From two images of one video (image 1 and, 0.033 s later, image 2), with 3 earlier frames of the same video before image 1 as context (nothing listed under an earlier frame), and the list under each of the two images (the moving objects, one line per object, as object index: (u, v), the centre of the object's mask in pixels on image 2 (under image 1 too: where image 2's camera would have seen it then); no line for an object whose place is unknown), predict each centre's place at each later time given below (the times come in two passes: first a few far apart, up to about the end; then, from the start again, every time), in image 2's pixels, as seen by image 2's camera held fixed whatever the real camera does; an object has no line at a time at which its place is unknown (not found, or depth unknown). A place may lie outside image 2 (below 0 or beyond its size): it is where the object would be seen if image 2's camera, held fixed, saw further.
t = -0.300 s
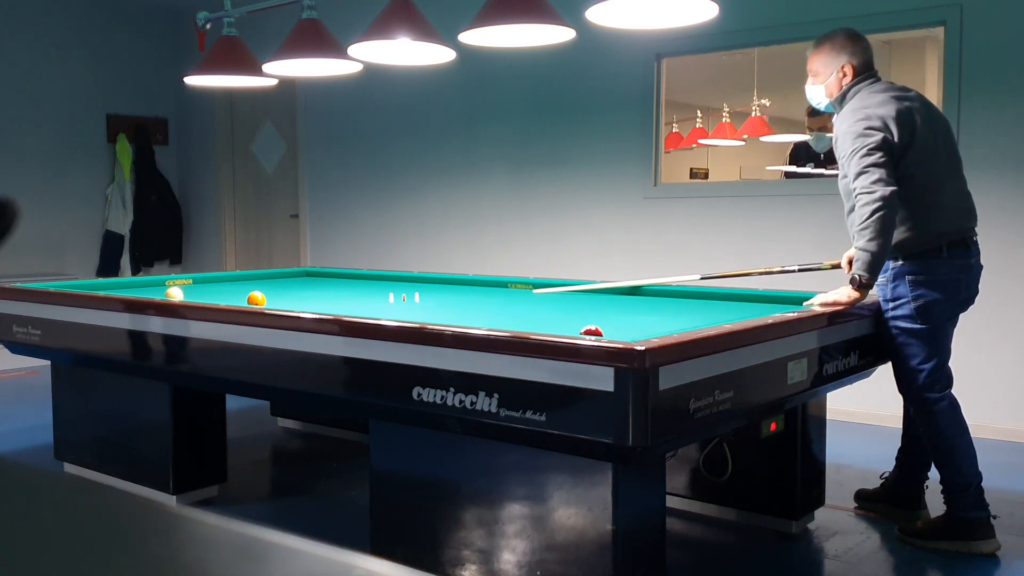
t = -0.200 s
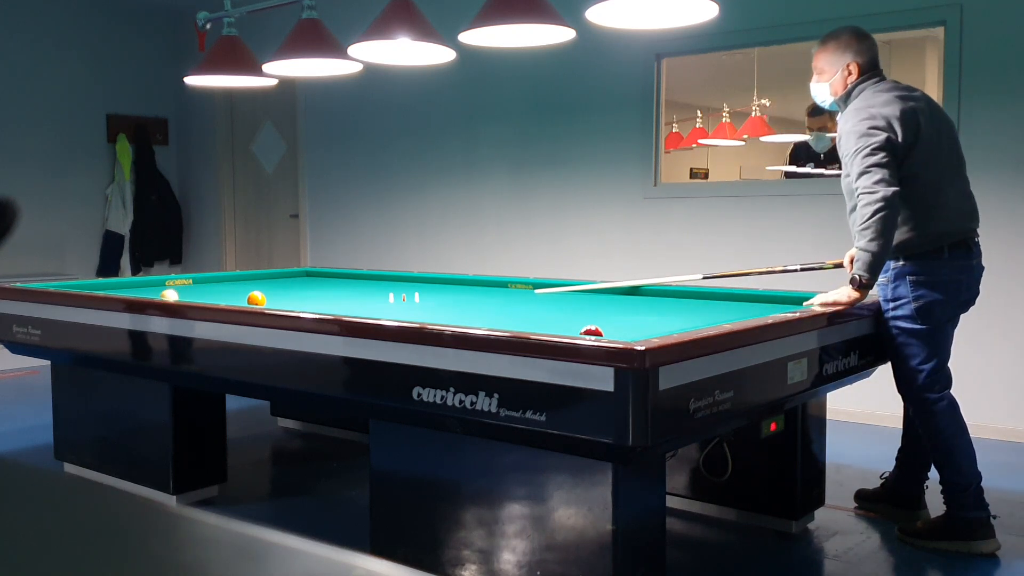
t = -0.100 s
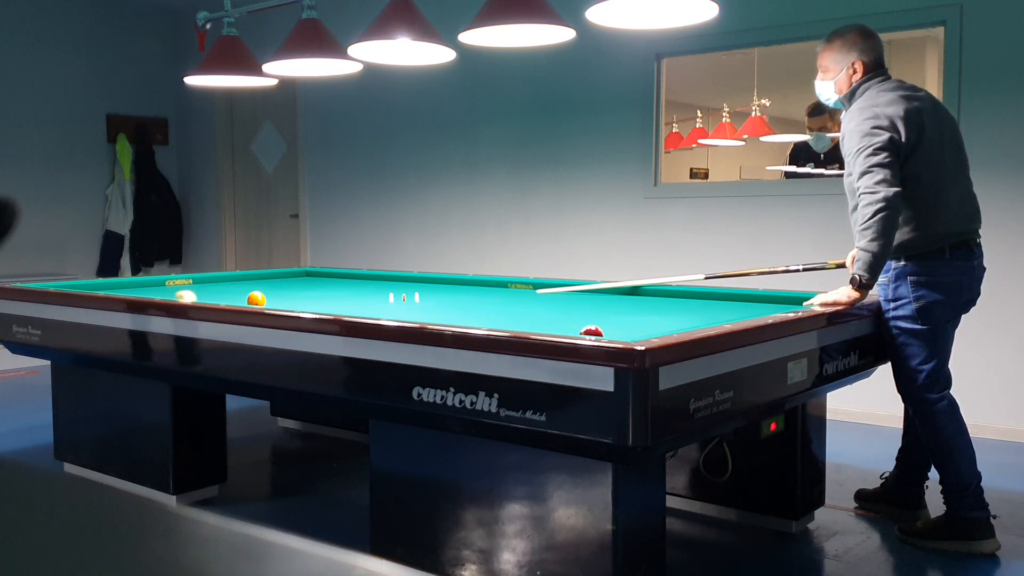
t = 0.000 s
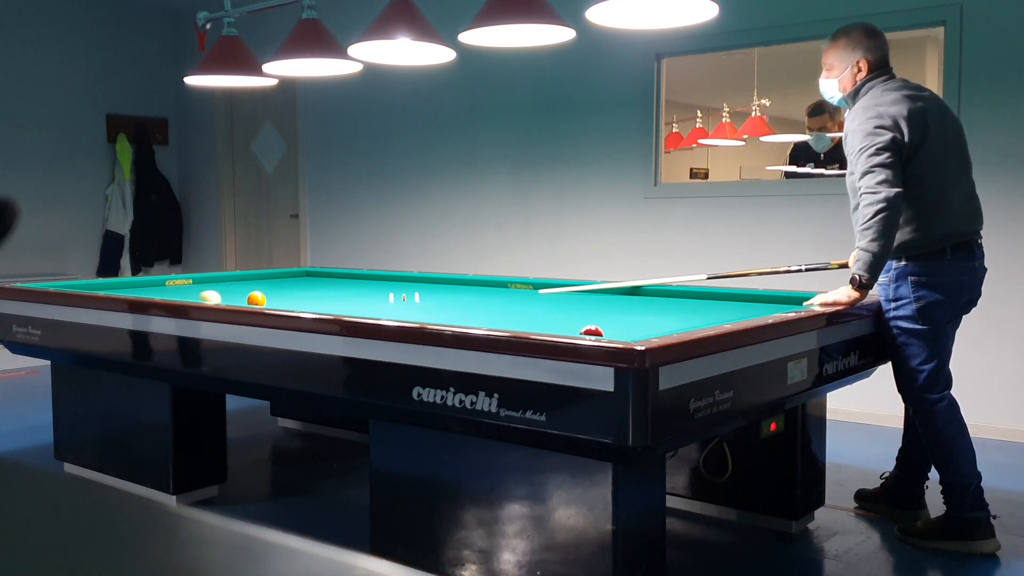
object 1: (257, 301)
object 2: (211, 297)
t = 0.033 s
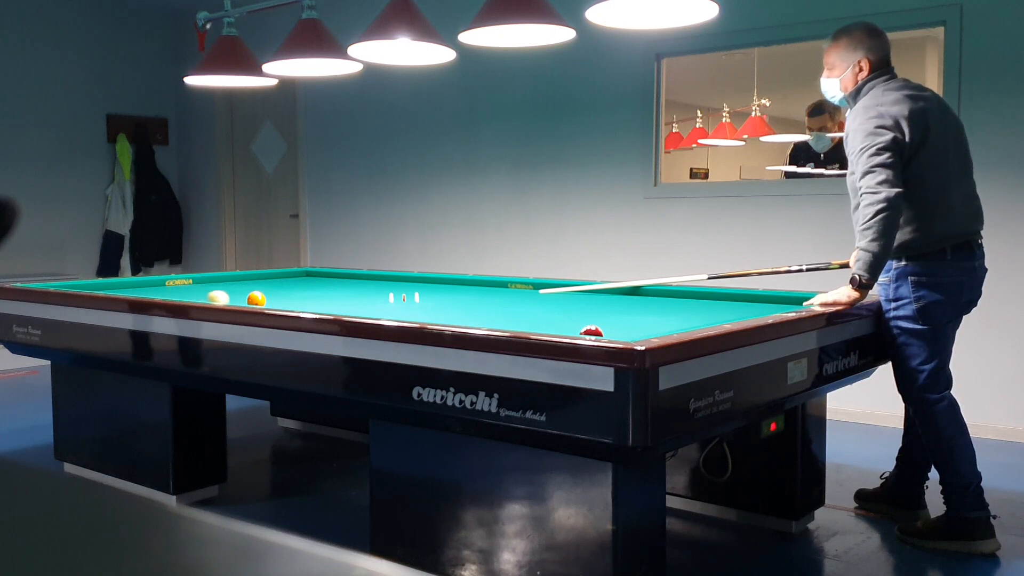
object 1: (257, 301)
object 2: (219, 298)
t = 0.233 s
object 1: (275, 300)
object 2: (248, 298)
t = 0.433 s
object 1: (303, 302)
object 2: (264, 298)
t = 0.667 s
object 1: (334, 303)
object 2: (283, 298)
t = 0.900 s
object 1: (367, 305)
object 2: (301, 297)
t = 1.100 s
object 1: (394, 305)
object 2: (316, 296)
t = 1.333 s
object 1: (426, 307)
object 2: (332, 296)
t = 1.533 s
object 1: (454, 308)
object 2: (345, 295)
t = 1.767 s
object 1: (487, 310)
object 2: (359, 295)
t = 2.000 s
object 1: (520, 311)
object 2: (373, 294)
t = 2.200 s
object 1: (549, 312)
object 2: (384, 294)
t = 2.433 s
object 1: (582, 314)
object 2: (396, 294)
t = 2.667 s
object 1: (616, 315)
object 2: (406, 293)
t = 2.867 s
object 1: (645, 317)
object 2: (415, 293)
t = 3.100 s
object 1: (680, 318)
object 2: (425, 293)
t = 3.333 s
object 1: (714, 317)
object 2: (434, 292)
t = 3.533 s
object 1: (717, 316)
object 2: (441, 292)
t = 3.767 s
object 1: (703, 317)
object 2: (448, 292)
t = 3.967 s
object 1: (690, 317)
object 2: (454, 292)
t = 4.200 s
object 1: (678, 316)
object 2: (461, 291)
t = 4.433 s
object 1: (666, 314)
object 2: (467, 291)
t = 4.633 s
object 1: (656, 313)
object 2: (471, 291)
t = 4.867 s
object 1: (646, 312)
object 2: (476, 291)
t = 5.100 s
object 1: (637, 311)
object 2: (480, 291)
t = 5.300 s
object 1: (629, 310)
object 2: (483, 290)
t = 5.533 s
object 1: (622, 309)
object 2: (487, 290)
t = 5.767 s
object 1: (614, 308)
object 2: (489, 290)
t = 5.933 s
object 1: (609, 307)
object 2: (491, 290)
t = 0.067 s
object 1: (256, 299)
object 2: (227, 297)
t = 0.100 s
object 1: (257, 299)
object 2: (234, 297)
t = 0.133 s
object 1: (258, 299)
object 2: (241, 297)
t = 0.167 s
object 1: (264, 299)
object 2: (243, 298)
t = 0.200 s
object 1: (269, 299)
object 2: (245, 298)
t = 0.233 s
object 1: (275, 300)
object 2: (248, 298)
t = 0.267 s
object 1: (280, 300)
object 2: (251, 298)
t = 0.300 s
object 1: (284, 300)
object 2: (253, 298)
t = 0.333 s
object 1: (289, 301)
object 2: (256, 298)
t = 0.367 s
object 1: (293, 301)
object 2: (259, 298)
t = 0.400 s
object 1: (298, 301)
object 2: (262, 298)
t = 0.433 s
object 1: (303, 302)
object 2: (264, 298)
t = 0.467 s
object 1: (307, 302)
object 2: (267, 298)
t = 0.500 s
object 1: (312, 302)
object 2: (270, 298)
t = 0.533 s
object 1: (316, 302)
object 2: (273, 298)
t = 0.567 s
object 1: (321, 302)
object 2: (275, 298)
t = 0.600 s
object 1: (325, 303)
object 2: (278, 298)
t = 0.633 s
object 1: (330, 303)
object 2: (281, 298)
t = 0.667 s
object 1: (334, 303)
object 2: (283, 298)
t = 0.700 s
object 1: (339, 303)
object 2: (286, 298)
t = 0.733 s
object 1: (343, 303)
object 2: (289, 298)
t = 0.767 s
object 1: (348, 304)
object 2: (291, 298)
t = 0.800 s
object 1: (353, 304)
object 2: (293, 297)
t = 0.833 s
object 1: (357, 304)
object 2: (296, 297)
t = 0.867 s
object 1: (362, 304)
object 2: (299, 297)
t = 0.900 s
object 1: (367, 305)
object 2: (301, 297)
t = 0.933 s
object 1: (371, 305)
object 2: (304, 297)
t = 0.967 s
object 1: (376, 305)
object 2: (306, 297)
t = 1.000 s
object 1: (380, 305)
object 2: (308, 297)
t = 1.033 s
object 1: (385, 305)
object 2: (311, 297)
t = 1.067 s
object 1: (390, 305)
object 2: (313, 297)
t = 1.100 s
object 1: (394, 305)
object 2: (316, 296)
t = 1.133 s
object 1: (399, 306)
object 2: (318, 296)
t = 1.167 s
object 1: (403, 306)
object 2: (320, 296)
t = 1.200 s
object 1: (408, 306)
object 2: (323, 296)
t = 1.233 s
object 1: (413, 306)
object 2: (325, 296)
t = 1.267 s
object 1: (417, 306)
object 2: (327, 296)
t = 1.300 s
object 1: (422, 307)
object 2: (330, 296)
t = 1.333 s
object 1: (426, 307)
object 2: (332, 296)
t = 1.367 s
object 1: (431, 307)
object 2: (334, 296)
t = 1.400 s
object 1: (436, 307)
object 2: (336, 296)
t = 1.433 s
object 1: (440, 308)
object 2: (338, 296)
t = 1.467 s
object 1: (445, 308)
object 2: (341, 296)
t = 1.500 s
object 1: (449, 308)
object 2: (343, 295)
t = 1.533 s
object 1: (454, 308)
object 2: (345, 295)
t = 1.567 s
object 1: (459, 309)
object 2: (347, 295)
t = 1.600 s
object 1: (463, 309)
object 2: (349, 295)
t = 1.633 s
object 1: (469, 309)
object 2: (351, 295)
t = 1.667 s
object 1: (473, 309)
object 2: (353, 295)
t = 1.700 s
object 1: (478, 309)
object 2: (355, 295)
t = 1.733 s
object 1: (482, 309)
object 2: (357, 295)
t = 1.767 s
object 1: (487, 310)
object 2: (359, 295)
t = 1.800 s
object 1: (492, 310)
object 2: (361, 295)
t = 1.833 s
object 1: (496, 310)
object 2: (363, 295)
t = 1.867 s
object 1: (501, 310)
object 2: (365, 295)
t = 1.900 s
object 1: (506, 310)
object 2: (367, 295)
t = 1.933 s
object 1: (511, 311)
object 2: (369, 294)
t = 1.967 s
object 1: (515, 311)
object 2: (371, 294)
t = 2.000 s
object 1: (520, 311)
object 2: (373, 294)
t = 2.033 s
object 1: (525, 311)
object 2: (375, 294)
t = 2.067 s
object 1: (530, 312)
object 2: (377, 294)
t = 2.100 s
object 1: (534, 312)
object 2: (378, 294)
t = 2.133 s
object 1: (539, 312)
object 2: (380, 294)
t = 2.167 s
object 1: (544, 312)
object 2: (382, 294)
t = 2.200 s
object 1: (549, 312)
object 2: (384, 294)
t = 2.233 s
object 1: (553, 313)
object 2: (386, 294)
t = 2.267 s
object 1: (558, 313)
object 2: (387, 294)
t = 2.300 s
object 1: (563, 313)
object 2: (389, 294)
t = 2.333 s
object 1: (568, 313)
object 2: (391, 294)
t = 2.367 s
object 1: (573, 314)
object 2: (392, 294)
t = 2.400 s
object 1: (577, 314)
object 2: (394, 294)
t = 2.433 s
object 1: (582, 314)
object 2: (396, 294)
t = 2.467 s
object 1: (587, 314)
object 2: (397, 294)
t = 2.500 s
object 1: (592, 314)
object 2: (399, 294)
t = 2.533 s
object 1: (596, 314)
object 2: (400, 293)
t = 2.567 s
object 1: (601, 315)
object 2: (402, 293)
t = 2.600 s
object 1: (606, 315)
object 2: (404, 293)
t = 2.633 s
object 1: (611, 315)
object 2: (405, 293)
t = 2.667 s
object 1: (616, 315)
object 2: (406, 293)
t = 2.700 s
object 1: (621, 316)
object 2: (408, 293)
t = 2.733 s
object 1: (626, 316)
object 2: (409, 293)
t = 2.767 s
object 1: (631, 316)
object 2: (411, 293)
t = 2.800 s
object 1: (635, 316)
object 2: (412, 293)
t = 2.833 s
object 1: (640, 317)
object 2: (413, 293)
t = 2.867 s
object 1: (645, 317)
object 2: (415, 293)
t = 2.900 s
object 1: (650, 317)
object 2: (416, 292)
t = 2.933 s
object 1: (655, 317)
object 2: (418, 292)
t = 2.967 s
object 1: (660, 318)
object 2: (419, 292)
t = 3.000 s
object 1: (665, 318)
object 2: (421, 292)
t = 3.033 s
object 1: (670, 318)
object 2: (422, 292)
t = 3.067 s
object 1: (675, 318)
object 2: (423, 293)
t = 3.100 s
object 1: (680, 318)
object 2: (425, 293)
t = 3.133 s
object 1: (685, 318)
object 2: (426, 292)
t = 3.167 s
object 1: (690, 318)
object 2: (427, 292)
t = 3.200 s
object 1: (695, 318)
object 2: (428, 292)
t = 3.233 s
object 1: (700, 317)
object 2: (430, 292)
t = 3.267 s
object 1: (705, 317)
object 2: (431, 292)
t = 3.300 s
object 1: (710, 317)
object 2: (432, 292)
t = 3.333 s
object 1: (714, 317)
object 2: (434, 292)
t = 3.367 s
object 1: (719, 316)
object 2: (435, 292)
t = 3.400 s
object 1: (724, 316)
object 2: (436, 292)
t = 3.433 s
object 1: (725, 316)
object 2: (437, 292)
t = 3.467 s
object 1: (722, 316)
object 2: (438, 292)
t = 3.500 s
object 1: (720, 316)
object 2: (439, 292)
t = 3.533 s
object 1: (717, 316)
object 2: (441, 292)
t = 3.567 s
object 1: (715, 316)
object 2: (442, 292)
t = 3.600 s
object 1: (713, 316)
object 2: (443, 292)
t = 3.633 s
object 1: (711, 317)
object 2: (444, 292)
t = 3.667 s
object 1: (709, 317)
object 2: (445, 292)
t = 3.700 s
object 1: (707, 317)
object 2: (446, 292)
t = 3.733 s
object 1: (705, 317)
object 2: (447, 292)
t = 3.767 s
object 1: (703, 317)
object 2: (448, 292)
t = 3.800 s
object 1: (700, 317)
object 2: (449, 292)
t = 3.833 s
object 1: (699, 317)
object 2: (450, 292)
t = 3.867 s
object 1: (697, 317)
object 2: (451, 292)
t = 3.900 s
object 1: (695, 317)
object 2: (452, 292)
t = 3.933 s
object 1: (693, 317)
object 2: (453, 292)
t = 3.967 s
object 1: (690, 317)
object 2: (454, 292)
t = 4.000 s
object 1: (689, 317)
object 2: (455, 292)
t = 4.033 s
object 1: (687, 317)
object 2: (456, 292)
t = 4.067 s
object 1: (685, 316)
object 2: (457, 291)
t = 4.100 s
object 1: (683, 316)
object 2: (458, 291)
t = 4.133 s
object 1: (681, 316)
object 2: (459, 291)
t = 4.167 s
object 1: (679, 316)
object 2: (460, 291)
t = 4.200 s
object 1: (678, 316)
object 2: (461, 291)
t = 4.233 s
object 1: (676, 315)
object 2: (462, 291)
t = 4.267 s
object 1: (674, 315)
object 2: (463, 291)
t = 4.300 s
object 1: (672, 315)
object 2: (463, 291)
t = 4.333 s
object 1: (671, 315)
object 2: (464, 291)
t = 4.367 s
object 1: (669, 314)
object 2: (465, 291)
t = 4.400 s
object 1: (667, 314)
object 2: (466, 291)
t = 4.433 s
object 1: (666, 314)
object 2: (467, 291)
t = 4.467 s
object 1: (664, 314)
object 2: (467, 291)
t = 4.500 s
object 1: (662, 314)
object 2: (468, 291)
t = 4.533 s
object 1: (661, 314)
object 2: (469, 291)
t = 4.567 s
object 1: (659, 313)
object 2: (470, 291)
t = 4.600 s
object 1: (658, 313)
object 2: (470, 291)
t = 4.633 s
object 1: (656, 313)
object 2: (471, 291)
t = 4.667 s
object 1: (655, 313)
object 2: (472, 291)
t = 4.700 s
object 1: (653, 313)
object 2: (473, 291)
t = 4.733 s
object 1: (652, 313)
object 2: (473, 291)
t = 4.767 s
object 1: (651, 312)
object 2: (474, 291)
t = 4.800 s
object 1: (649, 312)
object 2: (475, 291)
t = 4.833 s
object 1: (648, 312)
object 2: (475, 291)
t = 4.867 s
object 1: (646, 312)
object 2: (476, 291)
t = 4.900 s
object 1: (645, 312)
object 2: (477, 291)
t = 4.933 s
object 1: (644, 312)
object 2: (477, 291)
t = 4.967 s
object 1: (642, 311)
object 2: (478, 291)
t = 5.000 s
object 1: (641, 311)
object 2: (479, 291)
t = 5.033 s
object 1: (639, 311)
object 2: (479, 291)
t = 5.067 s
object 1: (638, 311)
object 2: (480, 291)
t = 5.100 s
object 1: (637, 311)
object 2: (480, 291)
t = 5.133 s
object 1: (636, 311)
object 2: (481, 291)
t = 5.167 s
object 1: (634, 310)
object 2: (481, 291)
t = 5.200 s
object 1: (633, 310)
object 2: (482, 291)
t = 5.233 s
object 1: (632, 310)
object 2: (482, 291)
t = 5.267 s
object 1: (631, 310)
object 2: (483, 291)
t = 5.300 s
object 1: (629, 310)
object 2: (483, 290)
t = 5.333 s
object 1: (628, 310)
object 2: (484, 290)
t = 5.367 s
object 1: (627, 310)
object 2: (484, 290)
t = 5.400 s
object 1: (626, 309)
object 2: (485, 291)
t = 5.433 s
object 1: (625, 309)
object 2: (485, 291)
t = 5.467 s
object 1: (624, 309)
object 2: (486, 291)
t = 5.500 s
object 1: (623, 309)
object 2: (486, 290)
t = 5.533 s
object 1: (622, 309)
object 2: (487, 290)
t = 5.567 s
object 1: (620, 309)
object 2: (487, 290)
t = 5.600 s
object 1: (619, 309)
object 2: (488, 290)
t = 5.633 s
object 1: (618, 309)
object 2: (488, 290)
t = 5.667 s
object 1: (617, 308)
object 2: (488, 290)
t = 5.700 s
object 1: (616, 308)
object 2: (489, 290)
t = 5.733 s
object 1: (615, 308)
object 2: (489, 290)
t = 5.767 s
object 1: (614, 308)
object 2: (489, 290)
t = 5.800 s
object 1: (613, 308)
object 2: (490, 290)
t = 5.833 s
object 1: (612, 308)
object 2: (490, 290)
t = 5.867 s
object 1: (611, 308)
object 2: (491, 290)
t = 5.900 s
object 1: (610, 308)
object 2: (491, 290)
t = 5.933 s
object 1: (609, 307)
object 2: (491, 290)
